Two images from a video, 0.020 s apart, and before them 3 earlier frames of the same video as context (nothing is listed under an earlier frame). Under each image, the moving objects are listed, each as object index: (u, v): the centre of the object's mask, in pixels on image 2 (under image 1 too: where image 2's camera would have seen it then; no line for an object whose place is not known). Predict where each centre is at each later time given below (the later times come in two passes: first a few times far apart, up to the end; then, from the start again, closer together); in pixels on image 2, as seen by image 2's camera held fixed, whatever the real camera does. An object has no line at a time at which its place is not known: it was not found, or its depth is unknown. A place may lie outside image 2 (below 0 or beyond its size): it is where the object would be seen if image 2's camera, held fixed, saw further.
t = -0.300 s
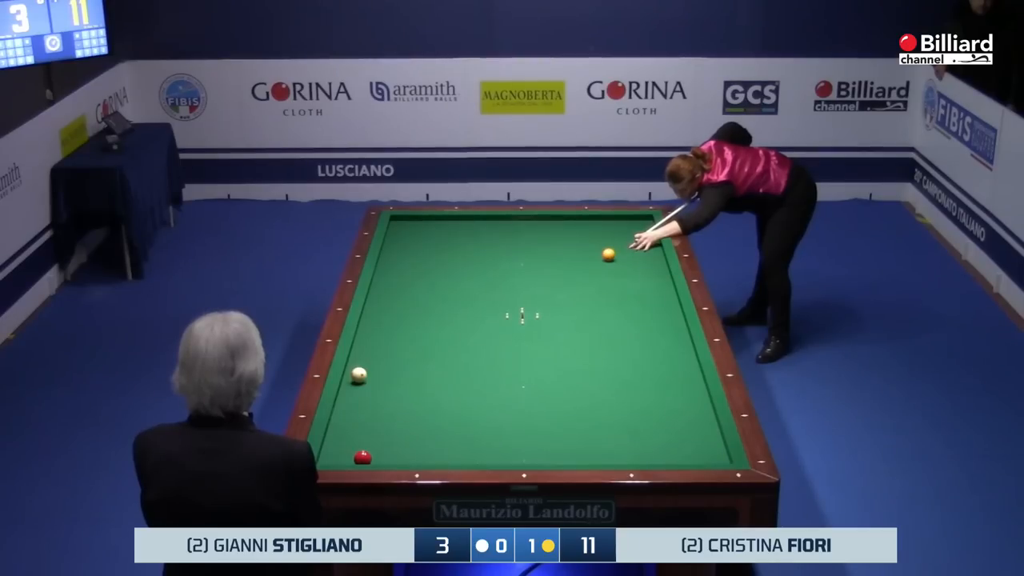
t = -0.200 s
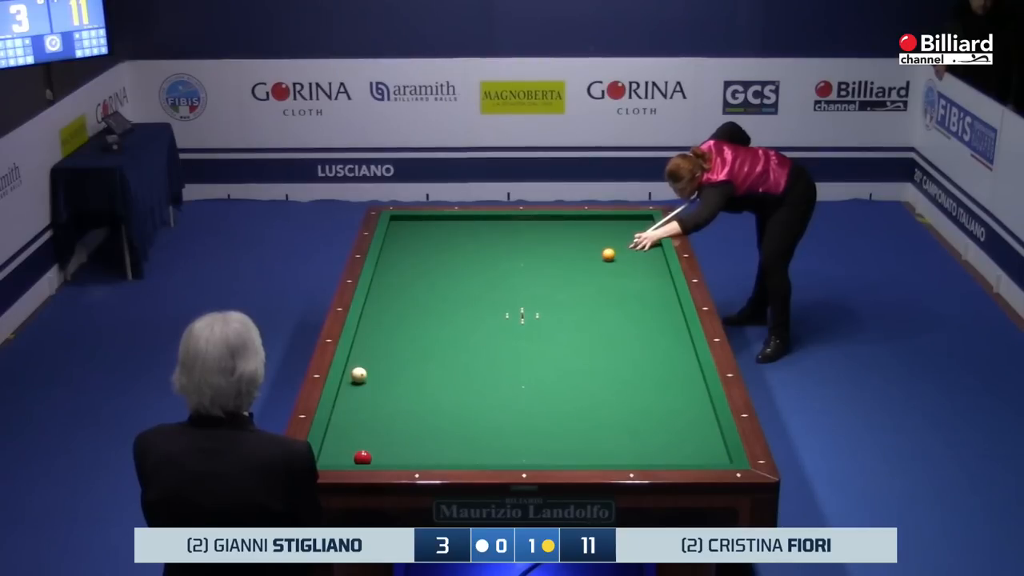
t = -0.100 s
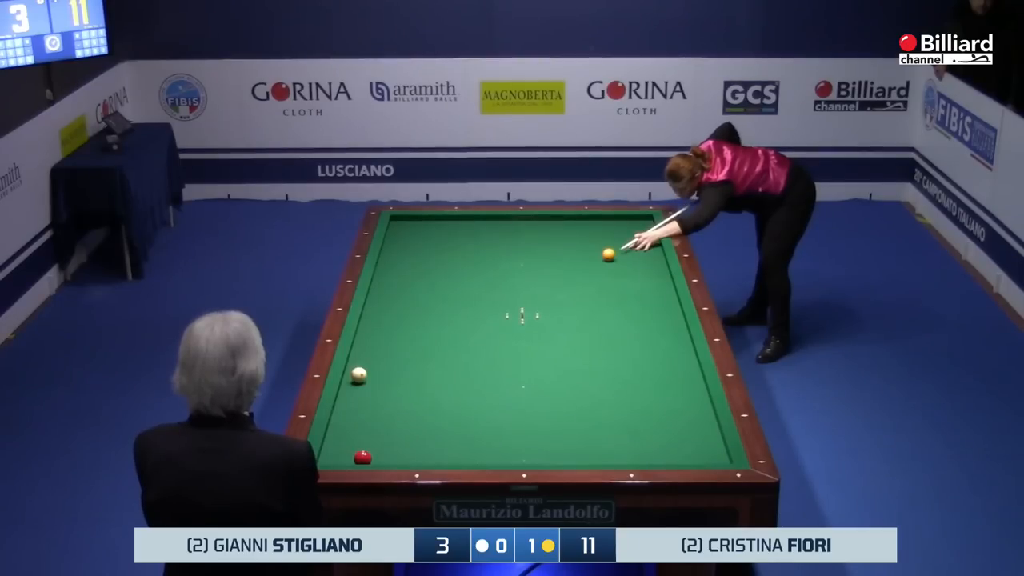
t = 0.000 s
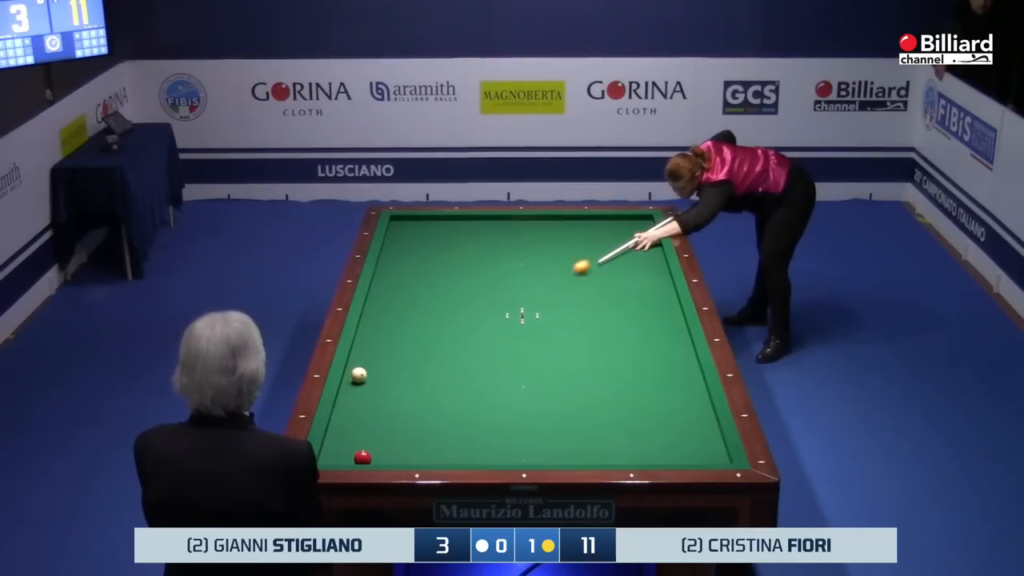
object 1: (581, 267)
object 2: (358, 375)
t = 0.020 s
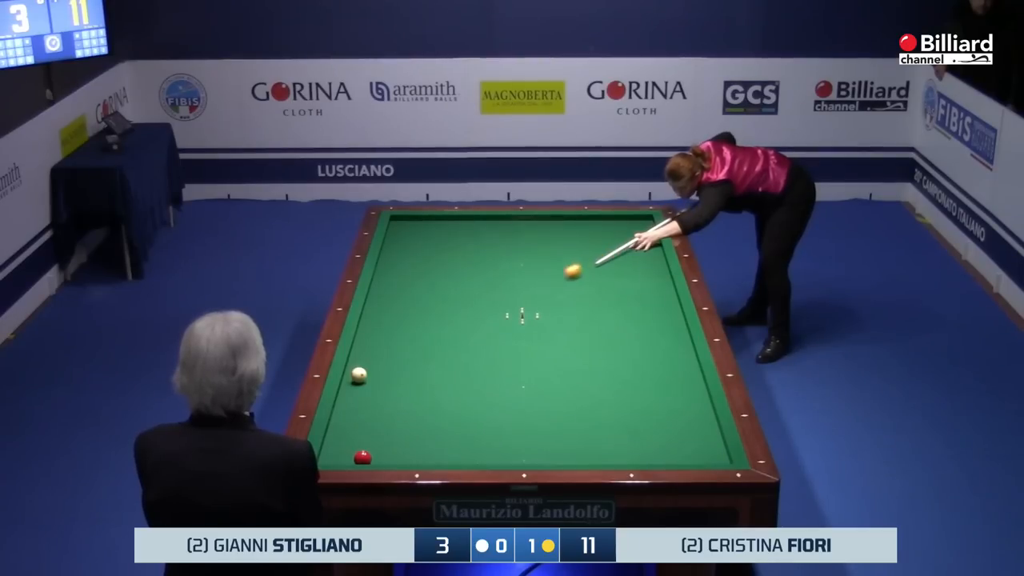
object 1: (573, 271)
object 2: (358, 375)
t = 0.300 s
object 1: (448, 331)
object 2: (359, 374)
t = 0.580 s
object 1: (363, 371)
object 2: (369, 395)
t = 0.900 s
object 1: (351, 374)
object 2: (454, 443)
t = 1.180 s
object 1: (358, 376)
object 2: (524, 448)
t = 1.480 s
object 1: (365, 379)
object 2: (593, 426)
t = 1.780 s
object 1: (371, 381)
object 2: (657, 405)
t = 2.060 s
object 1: (376, 383)
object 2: (692, 387)
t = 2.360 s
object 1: (381, 384)
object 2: (649, 368)
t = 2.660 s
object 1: (385, 385)
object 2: (612, 350)
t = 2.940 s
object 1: (388, 386)
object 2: (579, 334)
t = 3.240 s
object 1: (391, 387)
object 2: (547, 319)
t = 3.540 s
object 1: (392, 388)
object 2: (517, 305)
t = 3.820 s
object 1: (393, 388)
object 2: (491, 293)
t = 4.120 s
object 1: (393, 388)
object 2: (466, 281)
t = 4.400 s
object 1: (393, 388)
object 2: (444, 271)
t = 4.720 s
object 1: (393, 388)
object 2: (420, 260)
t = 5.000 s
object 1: (394, 388)
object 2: (400, 250)
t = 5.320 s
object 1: (393, 388)
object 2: (393, 241)
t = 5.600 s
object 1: (394, 388)
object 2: (404, 235)
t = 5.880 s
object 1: (393, 388)
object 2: (415, 229)
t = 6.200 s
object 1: (394, 388)
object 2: (427, 224)
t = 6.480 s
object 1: (394, 388)
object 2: (436, 218)
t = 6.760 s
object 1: (394, 388)
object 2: (442, 219)
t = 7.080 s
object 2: (448, 222)
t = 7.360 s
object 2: (452, 225)
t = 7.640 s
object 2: (456, 227)
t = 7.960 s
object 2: (461, 230)
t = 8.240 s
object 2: (465, 232)
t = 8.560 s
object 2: (469, 234)
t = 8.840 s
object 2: (472, 235)
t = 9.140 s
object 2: (475, 237)
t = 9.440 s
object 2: (478, 238)
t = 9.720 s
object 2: (481, 240)
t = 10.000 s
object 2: (483, 240)
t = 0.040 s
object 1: (565, 275)
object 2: (358, 375)
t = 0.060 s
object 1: (556, 279)
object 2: (358, 375)
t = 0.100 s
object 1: (538, 287)
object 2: (358, 375)
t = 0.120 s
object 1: (529, 292)
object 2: (358, 375)
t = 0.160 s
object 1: (512, 300)
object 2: (358, 375)
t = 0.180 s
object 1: (503, 304)
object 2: (358, 375)
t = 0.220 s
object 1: (485, 313)
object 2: (359, 374)
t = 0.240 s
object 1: (476, 318)
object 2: (359, 374)
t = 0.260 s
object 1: (466, 322)
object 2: (359, 374)
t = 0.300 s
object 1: (448, 331)
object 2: (359, 374)
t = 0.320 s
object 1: (439, 336)
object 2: (359, 374)
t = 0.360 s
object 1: (420, 345)
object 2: (359, 374)
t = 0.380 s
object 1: (410, 349)
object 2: (359, 374)
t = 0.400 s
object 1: (401, 354)
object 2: (359, 374)
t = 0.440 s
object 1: (382, 363)
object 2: (359, 374)
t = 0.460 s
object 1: (374, 367)
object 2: (359, 374)
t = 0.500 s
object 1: (367, 370)
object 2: (347, 381)
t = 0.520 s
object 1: (366, 370)
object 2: (352, 385)
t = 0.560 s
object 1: (364, 371)
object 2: (363, 391)
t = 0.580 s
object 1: (363, 371)
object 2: (369, 395)
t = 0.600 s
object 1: (362, 371)
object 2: (375, 398)
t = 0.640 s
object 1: (360, 372)
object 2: (386, 405)
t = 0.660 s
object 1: (359, 372)
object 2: (392, 408)
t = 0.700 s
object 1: (357, 372)
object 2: (402, 414)
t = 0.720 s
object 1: (356, 373)
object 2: (408, 418)
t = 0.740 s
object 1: (355, 373)
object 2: (413, 421)
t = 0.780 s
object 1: (353, 373)
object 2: (424, 427)
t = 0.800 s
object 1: (352, 373)
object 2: (429, 430)
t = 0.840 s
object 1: (350, 374)
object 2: (439, 436)
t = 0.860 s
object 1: (350, 374)
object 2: (444, 438)
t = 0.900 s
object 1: (351, 374)
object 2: (454, 443)
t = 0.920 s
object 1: (352, 374)
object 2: (459, 446)
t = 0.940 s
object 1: (352, 374)
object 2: (464, 449)
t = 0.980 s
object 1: (353, 375)
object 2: (474, 454)
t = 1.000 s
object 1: (353, 375)
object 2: (479, 455)
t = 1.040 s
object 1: (354, 375)
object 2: (490, 459)
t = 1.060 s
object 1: (355, 375)
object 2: (495, 458)
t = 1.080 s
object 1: (356, 376)
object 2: (501, 456)
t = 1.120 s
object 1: (357, 376)
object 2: (510, 454)
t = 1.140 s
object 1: (357, 376)
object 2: (515, 451)
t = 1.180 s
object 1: (358, 376)
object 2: (524, 448)
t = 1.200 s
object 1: (358, 376)
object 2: (529, 446)
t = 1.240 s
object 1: (359, 377)
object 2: (539, 443)
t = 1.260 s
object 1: (360, 377)
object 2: (544, 442)
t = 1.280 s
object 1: (360, 377)
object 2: (548, 440)
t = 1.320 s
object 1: (361, 378)
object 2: (557, 437)
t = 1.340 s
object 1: (362, 378)
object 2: (562, 436)
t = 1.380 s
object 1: (363, 378)
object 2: (571, 433)
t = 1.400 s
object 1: (363, 378)
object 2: (576, 431)
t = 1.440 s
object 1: (364, 379)
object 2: (585, 429)
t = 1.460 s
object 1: (364, 379)
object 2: (589, 427)
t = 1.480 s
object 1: (365, 379)
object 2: (593, 426)
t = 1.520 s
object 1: (366, 380)
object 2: (602, 423)
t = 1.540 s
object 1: (366, 380)
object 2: (606, 421)
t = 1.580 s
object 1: (367, 380)
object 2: (615, 419)
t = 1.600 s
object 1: (367, 380)
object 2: (619, 417)
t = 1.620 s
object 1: (368, 380)
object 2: (623, 416)
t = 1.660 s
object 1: (369, 380)
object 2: (632, 413)
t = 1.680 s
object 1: (369, 380)
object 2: (636, 412)
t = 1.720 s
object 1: (370, 380)
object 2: (644, 409)
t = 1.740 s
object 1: (370, 381)
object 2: (648, 408)
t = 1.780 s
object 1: (371, 381)
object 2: (657, 405)
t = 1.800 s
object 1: (371, 381)
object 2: (661, 404)
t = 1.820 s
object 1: (372, 381)
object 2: (664, 403)
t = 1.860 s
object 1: (372, 381)
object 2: (673, 400)
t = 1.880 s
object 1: (373, 381)
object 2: (676, 399)
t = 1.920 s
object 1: (373, 382)
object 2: (684, 396)
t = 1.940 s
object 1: (374, 382)
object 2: (688, 395)
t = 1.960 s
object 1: (374, 382)
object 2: (692, 394)
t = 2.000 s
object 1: (375, 382)
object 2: (700, 391)
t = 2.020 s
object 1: (375, 382)
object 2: (700, 390)
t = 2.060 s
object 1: (376, 383)
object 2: (692, 387)
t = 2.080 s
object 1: (376, 382)
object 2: (689, 386)
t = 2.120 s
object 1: (377, 383)
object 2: (682, 383)
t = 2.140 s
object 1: (377, 383)
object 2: (679, 381)
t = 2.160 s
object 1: (378, 383)
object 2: (676, 380)
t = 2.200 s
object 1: (378, 383)
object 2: (671, 378)
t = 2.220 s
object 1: (379, 384)
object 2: (668, 376)
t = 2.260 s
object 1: (379, 384)
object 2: (663, 374)
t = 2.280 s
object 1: (380, 384)
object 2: (660, 373)
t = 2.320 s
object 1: (380, 384)
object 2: (655, 370)
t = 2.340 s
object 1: (380, 384)
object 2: (652, 369)
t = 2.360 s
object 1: (381, 384)
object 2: (649, 368)
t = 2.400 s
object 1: (381, 384)
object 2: (644, 365)
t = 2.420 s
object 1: (382, 384)
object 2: (642, 364)
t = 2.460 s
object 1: (382, 384)
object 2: (637, 361)
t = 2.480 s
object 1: (383, 385)
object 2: (634, 360)
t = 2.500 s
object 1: (383, 385)
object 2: (631, 359)
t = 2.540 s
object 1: (383, 385)
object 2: (626, 357)
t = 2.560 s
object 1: (384, 385)
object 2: (624, 356)
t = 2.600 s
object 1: (384, 385)
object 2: (619, 353)
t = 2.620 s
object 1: (384, 385)
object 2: (616, 352)
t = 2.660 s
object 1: (385, 385)
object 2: (612, 350)
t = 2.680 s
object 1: (385, 385)
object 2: (609, 348)
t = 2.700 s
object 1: (385, 385)
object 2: (607, 347)
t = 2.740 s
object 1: (386, 385)
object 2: (602, 345)
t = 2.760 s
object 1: (386, 385)
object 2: (600, 344)
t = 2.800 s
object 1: (386, 385)
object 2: (595, 342)
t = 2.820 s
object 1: (387, 386)
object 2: (593, 341)
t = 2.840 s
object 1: (387, 386)
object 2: (591, 340)
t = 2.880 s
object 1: (388, 386)
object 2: (586, 337)
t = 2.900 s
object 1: (388, 386)
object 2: (584, 336)
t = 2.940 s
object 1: (388, 386)
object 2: (579, 334)
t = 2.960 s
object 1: (388, 387)
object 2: (577, 333)
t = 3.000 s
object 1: (389, 387)
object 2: (573, 331)
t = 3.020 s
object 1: (389, 386)
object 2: (570, 330)
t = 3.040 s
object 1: (389, 387)
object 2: (568, 329)
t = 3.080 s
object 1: (389, 387)
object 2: (564, 327)
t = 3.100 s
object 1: (389, 387)
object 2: (562, 326)
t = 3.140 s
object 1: (390, 387)
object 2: (557, 324)
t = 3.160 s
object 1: (390, 387)
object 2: (555, 323)
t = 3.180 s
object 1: (390, 387)
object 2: (553, 322)
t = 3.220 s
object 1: (391, 387)
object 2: (549, 320)
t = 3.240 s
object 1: (391, 387)
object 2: (547, 319)
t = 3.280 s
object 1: (391, 387)
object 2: (543, 317)
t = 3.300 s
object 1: (391, 387)
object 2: (541, 316)
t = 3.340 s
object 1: (391, 387)
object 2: (537, 314)
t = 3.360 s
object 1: (391, 387)
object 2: (535, 313)
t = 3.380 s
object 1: (392, 387)
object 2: (533, 312)
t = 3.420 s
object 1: (392, 388)
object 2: (529, 311)
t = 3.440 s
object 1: (392, 388)
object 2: (527, 310)
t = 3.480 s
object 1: (392, 388)
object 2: (523, 308)
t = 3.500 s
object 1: (392, 387)
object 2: (521, 307)
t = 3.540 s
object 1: (392, 388)
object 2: (517, 305)
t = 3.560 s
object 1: (393, 388)
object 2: (516, 304)
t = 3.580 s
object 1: (393, 388)
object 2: (513, 303)
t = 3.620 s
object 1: (393, 388)
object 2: (510, 301)
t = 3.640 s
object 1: (393, 388)
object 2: (508, 301)
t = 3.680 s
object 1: (393, 388)
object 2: (504, 299)
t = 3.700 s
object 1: (393, 388)
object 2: (502, 298)
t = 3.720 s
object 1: (393, 388)
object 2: (501, 297)
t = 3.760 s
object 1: (393, 388)
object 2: (497, 296)
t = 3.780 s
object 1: (393, 388)
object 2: (495, 295)
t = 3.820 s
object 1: (393, 388)
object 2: (491, 293)
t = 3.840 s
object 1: (394, 388)
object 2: (490, 292)
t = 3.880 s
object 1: (393, 388)
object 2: (486, 290)
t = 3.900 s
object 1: (393, 388)
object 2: (485, 290)
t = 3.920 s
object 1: (394, 388)
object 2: (483, 289)
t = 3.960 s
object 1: (394, 388)
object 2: (479, 287)
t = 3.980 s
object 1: (394, 388)
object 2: (478, 286)
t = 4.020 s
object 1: (394, 388)
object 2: (474, 285)
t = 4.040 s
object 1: (394, 388)
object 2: (473, 284)
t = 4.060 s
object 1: (394, 388)
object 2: (471, 283)
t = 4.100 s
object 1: (394, 388)
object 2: (468, 282)
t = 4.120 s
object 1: (393, 388)
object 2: (466, 281)
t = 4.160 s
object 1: (393, 388)
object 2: (463, 279)
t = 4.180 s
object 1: (394, 388)
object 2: (461, 278)
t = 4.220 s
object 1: (394, 388)
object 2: (458, 277)
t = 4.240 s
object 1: (393, 388)
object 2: (456, 276)
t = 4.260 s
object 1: (393, 388)
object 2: (454, 275)
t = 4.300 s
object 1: (394, 388)
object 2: (451, 274)
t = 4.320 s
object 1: (394, 388)
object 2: (450, 274)
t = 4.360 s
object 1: (394, 388)
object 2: (447, 272)
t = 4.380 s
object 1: (393, 388)
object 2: (445, 271)
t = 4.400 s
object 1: (393, 388)
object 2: (444, 271)
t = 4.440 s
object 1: (394, 388)
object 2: (440, 269)
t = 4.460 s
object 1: (394, 388)
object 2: (439, 268)
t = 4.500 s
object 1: (393, 388)
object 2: (436, 267)
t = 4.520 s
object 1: (393, 388)
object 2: (434, 266)
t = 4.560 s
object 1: (393, 388)
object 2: (431, 265)
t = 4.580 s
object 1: (393, 388)
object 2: (430, 264)
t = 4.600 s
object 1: (393, 388)
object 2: (428, 263)
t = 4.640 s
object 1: (393, 388)
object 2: (425, 262)
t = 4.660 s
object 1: (394, 388)
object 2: (424, 261)
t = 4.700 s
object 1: (393, 388)
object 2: (421, 260)
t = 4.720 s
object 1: (393, 388)
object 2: (420, 260)
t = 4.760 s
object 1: (394, 388)
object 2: (417, 258)
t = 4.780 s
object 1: (394, 388)
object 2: (415, 257)
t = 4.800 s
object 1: (394, 388)
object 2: (414, 257)
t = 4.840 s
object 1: (394, 388)
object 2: (411, 256)
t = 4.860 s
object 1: (394, 388)
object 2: (410, 255)
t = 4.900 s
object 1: (394, 388)
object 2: (407, 253)
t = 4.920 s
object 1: (393, 388)
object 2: (406, 253)
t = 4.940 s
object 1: (394, 388)
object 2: (404, 252)
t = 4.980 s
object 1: (394, 388)
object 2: (402, 251)
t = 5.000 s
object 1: (394, 388)
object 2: (400, 250)
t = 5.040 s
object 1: (393, 388)
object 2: (398, 249)
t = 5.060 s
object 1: (393, 388)
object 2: (396, 248)
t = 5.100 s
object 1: (394, 388)
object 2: (394, 247)
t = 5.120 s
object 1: (393, 388)
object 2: (392, 247)
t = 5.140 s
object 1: (393, 388)
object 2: (391, 246)
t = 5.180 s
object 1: (393, 388)
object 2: (388, 245)
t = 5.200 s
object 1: (394, 388)
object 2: (387, 244)
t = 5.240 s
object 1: (393, 388)
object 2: (389, 243)
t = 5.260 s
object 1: (393, 388)
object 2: (390, 243)
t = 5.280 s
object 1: (393, 388)
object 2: (391, 242)
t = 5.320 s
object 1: (393, 388)
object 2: (393, 241)
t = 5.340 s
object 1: (393, 388)
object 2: (393, 241)
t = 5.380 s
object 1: (393, 388)
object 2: (395, 240)
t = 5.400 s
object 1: (393, 388)
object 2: (396, 240)
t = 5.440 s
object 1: (393, 388)
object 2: (397, 239)
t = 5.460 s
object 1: (393, 388)
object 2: (398, 238)
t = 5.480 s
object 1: (393, 388)
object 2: (399, 238)
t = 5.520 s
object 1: (394, 388)
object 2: (401, 237)
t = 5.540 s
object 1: (394, 388)
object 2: (402, 237)
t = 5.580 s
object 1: (394, 388)
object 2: (403, 236)
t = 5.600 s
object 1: (394, 388)
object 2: (404, 235)
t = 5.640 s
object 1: (394, 388)
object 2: (406, 235)
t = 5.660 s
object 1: (394, 388)
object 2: (406, 234)
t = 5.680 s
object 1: (394, 388)
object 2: (407, 234)
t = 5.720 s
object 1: (394, 388)
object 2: (409, 233)
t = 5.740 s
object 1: (394, 388)
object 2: (410, 232)
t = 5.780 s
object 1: (394, 388)
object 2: (411, 232)
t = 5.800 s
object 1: (394, 388)
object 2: (412, 231)
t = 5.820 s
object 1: (393, 388)
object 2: (413, 231)
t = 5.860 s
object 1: (393, 388)
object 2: (414, 230)
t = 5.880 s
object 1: (393, 388)
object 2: (415, 229)
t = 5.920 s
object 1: (393, 388)
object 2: (416, 229)
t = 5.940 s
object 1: (393, 388)
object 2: (417, 228)
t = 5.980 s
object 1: (393, 388)
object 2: (419, 228)
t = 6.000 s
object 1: (393, 388)
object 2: (419, 227)
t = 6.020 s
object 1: (393, 388)
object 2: (420, 227)
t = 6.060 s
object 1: (393, 388)
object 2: (422, 226)
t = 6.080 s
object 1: (393, 388)
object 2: (422, 226)
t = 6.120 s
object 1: (393, 388)
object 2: (424, 225)
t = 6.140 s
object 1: (393, 388)
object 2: (425, 225)
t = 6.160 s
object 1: (393, 388)
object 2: (425, 224)
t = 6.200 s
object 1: (394, 388)
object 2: (427, 224)
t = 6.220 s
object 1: (394, 388)
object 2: (427, 223)
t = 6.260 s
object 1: (394, 388)
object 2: (429, 222)
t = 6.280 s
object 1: (393, 388)
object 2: (430, 222)
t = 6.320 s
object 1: (393, 388)
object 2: (431, 221)
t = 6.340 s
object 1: (393, 388)
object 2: (432, 221)
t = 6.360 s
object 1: (394, 388)
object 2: (432, 221)
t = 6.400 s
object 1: (393, 388)
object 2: (434, 220)
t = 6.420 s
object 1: (394, 388)
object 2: (434, 219)
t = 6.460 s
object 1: (394, 388)
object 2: (436, 219)
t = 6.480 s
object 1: (394, 388)
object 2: (436, 218)
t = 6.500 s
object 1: (394, 388)
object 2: (437, 218)
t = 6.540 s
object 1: (394, 388)
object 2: (438, 218)
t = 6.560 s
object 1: (394, 388)
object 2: (439, 218)
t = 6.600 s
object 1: (394, 388)
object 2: (440, 218)
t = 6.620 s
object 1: (393, 388)
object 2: (440, 218)
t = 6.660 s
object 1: (394, 388)
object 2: (441, 218)
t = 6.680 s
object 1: (394, 388)
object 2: (441, 219)
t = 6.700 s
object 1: (394, 388)
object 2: (441, 219)
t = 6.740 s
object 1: (394, 388)
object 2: (442, 219)
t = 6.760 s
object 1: (394, 388)
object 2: (442, 219)
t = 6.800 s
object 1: (394, 388)
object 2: (443, 220)
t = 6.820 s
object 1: (394, 388)
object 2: (443, 220)
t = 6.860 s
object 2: (444, 220)
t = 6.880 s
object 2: (444, 221)
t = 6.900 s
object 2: (445, 221)
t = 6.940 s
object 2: (445, 221)
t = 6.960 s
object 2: (446, 221)
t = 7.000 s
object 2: (446, 222)
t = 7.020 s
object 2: (446, 222)
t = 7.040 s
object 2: (447, 222)
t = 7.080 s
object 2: (448, 222)
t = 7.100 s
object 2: (448, 223)
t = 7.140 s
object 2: (449, 223)
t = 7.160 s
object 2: (449, 223)
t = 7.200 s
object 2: (449, 224)
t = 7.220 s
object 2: (450, 224)
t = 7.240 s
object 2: (450, 224)
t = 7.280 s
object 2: (451, 224)
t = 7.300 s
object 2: (451, 225)
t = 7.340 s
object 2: (452, 225)
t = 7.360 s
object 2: (452, 225)
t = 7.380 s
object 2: (452, 225)
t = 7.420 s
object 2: (453, 225)
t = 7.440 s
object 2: (453, 225)
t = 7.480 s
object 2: (454, 226)
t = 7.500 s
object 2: (454, 226)
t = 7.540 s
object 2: (455, 226)
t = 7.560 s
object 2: (455, 227)
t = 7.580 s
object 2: (455, 227)
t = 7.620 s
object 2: (456, 227)
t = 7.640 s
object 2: (456, 227)
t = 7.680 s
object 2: (457, 227)
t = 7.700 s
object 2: (457, 228)
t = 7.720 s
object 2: (458, 228)
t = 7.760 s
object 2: (458, 228)
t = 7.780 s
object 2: (458, 228)
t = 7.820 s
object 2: (459, 229)
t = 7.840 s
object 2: (459, 229)
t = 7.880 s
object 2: (460, 229)
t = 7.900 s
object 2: (460, 229)
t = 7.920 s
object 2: (460, 230)
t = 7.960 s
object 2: (461, 230)
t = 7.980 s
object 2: (461, 230)
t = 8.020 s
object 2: (462, 230)
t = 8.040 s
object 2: (462, 230)
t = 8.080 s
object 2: (462, 231)
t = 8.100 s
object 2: (463, 231)
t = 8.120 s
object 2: (463, 231)
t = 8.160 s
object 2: (464, 231)
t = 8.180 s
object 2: (464, 231)
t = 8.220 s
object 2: (465, 232)
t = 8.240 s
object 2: (465, 232)
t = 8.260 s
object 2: (465, 232)
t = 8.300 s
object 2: (466, 232)
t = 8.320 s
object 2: (466, 232)
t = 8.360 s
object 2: (466, 233)
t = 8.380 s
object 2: (467, 233)
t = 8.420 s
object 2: (467, 233)
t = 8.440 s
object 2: (467, 233)
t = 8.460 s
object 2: (468, 233)
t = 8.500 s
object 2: (468, 233)
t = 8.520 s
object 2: (468, 234)
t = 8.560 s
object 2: (469, 234)
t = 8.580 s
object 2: (469, 234)
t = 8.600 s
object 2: (469, 234)
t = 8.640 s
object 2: (470, 234)
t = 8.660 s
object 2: (470, 235)
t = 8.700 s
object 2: (470, 235)
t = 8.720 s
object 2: (471, 235)
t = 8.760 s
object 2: (471, 235)
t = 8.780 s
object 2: (471, 235)
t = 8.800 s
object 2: (472, 235)
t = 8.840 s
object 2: (472, 235)
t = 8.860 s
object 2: (472, 236)
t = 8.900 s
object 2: (473, 236)
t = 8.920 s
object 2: (473, 236)
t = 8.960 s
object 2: (474, 236)
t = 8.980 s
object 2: (474, 236)
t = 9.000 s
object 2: (474, 236)
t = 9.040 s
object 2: (474, 237)
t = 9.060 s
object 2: (475, 237)
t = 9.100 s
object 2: (475, 237)
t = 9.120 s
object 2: (475, 237)
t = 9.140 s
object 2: (475, 237)
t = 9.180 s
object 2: (476, 237)
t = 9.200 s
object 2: (476, 237)
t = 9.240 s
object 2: (476, 238)
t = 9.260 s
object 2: (477, 238)
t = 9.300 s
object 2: (477, 238)
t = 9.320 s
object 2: (477, 238)
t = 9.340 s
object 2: (477, 238)
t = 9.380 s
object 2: (478, 238)
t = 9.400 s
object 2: (478, 238)
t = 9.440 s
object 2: (478, 238)
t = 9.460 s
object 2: (479, 239)
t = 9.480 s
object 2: (479, 239)
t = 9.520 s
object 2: (479, 239)
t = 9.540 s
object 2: (479, 239)
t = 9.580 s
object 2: (480, 239)
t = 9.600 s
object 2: (480, 239)
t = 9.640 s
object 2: (480, 239)
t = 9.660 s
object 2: (480, 239)
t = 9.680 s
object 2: (480, 239)
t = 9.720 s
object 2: (481, 240)
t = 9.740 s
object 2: (481, 240)
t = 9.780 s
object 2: (481, 240)
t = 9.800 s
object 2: (482, 240)
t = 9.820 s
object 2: (482, 240)
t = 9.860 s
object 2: (482, 240)
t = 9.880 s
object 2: (482, 240)
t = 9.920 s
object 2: (483, 240)
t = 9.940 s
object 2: (483, 240)
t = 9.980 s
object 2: (483, 240)
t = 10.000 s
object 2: (483, 240)
